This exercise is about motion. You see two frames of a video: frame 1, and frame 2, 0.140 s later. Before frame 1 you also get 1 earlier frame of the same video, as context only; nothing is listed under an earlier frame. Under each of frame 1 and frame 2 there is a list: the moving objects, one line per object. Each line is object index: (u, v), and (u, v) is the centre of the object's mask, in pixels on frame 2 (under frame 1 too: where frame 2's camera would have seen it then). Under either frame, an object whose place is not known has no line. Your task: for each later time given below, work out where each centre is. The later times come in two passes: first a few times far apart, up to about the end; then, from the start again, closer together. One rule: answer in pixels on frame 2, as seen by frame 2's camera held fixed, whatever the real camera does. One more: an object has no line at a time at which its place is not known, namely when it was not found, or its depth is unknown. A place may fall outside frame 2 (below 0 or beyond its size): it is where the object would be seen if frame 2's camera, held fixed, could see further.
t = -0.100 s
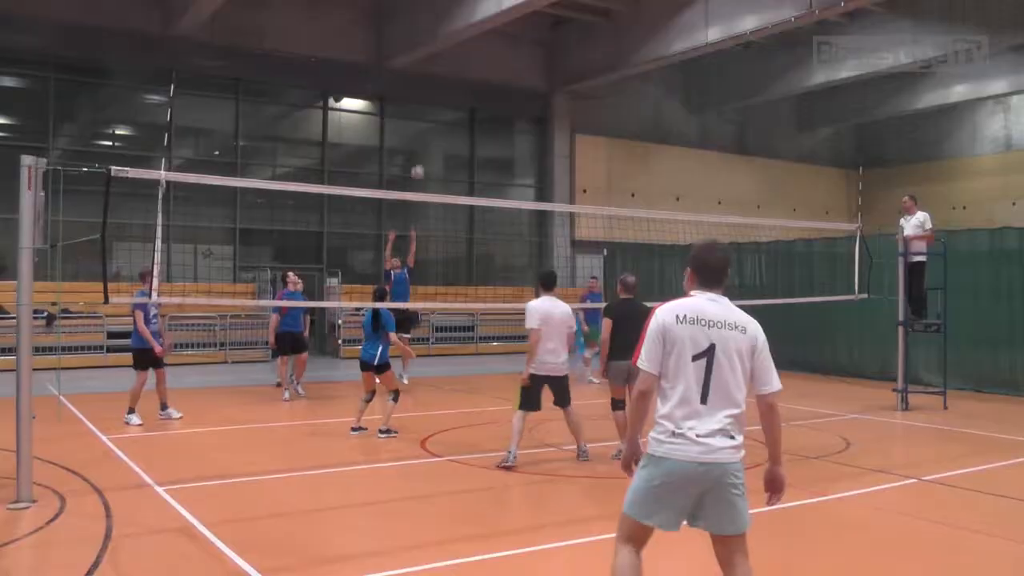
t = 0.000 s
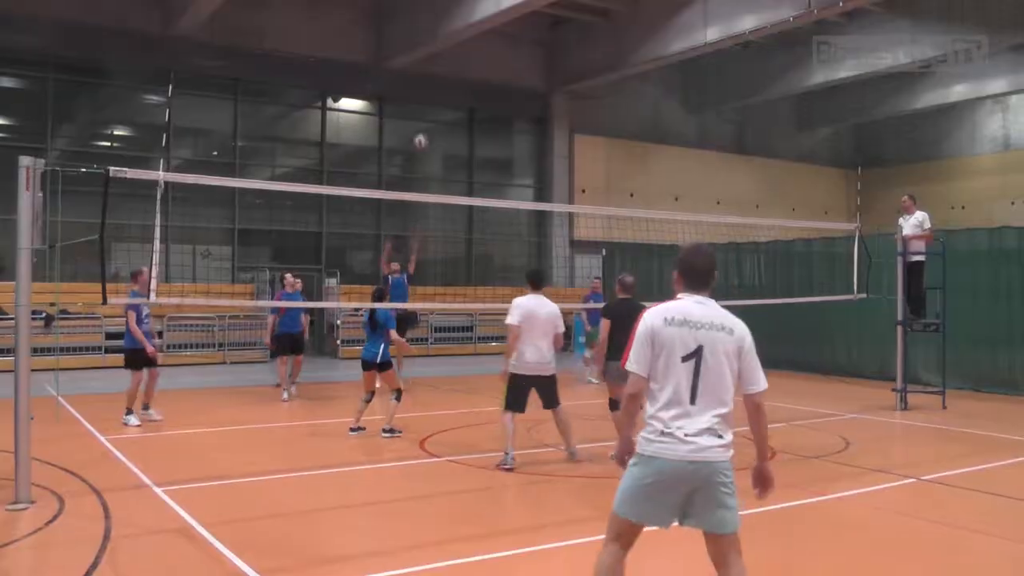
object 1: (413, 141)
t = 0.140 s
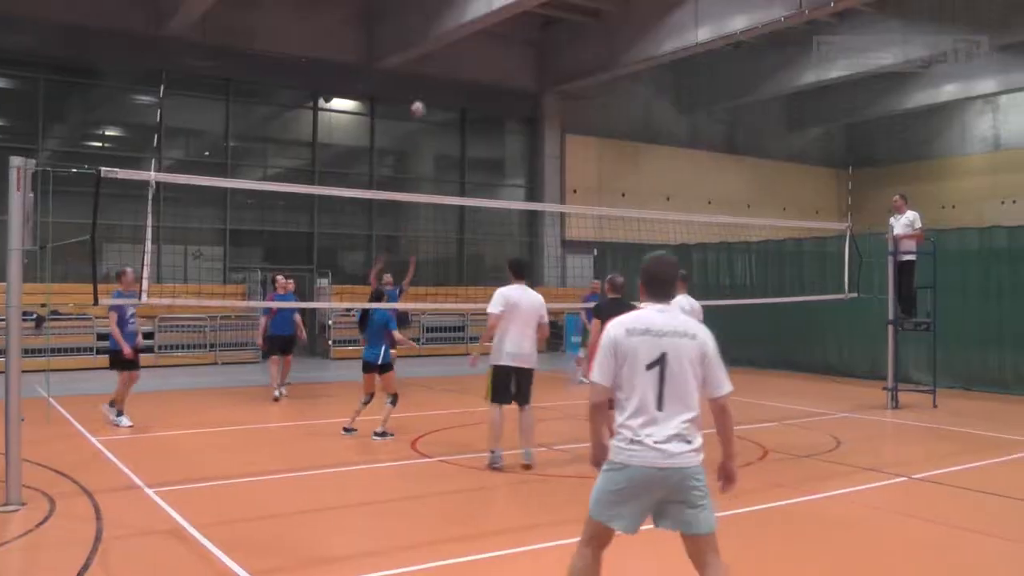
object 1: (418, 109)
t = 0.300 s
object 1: (423, 86)
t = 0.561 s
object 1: (435, 85)
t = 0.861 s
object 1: (453, 144)
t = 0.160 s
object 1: (418, 105)
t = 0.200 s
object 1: (420, 97)
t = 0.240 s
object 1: (421, 93)
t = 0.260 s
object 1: (422, 90)
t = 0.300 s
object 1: (423, 86)
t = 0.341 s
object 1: (425, 83)
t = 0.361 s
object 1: (426, 82)
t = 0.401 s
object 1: (428, 80)
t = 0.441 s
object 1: (429, 80)
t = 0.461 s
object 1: (429, 80)
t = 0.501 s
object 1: (431, 81)
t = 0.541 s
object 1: (434, 83)
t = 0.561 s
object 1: (435, 85)
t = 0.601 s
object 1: (437, 89)
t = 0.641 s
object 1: (438, 93)
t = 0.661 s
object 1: (439, 96)
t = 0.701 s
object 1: (442, 104)
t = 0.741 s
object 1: (445, 112)
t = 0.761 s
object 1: (446, 116)
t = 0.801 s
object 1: (449, 126)
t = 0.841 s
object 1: (451, 139)
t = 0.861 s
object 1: (453, 144)
